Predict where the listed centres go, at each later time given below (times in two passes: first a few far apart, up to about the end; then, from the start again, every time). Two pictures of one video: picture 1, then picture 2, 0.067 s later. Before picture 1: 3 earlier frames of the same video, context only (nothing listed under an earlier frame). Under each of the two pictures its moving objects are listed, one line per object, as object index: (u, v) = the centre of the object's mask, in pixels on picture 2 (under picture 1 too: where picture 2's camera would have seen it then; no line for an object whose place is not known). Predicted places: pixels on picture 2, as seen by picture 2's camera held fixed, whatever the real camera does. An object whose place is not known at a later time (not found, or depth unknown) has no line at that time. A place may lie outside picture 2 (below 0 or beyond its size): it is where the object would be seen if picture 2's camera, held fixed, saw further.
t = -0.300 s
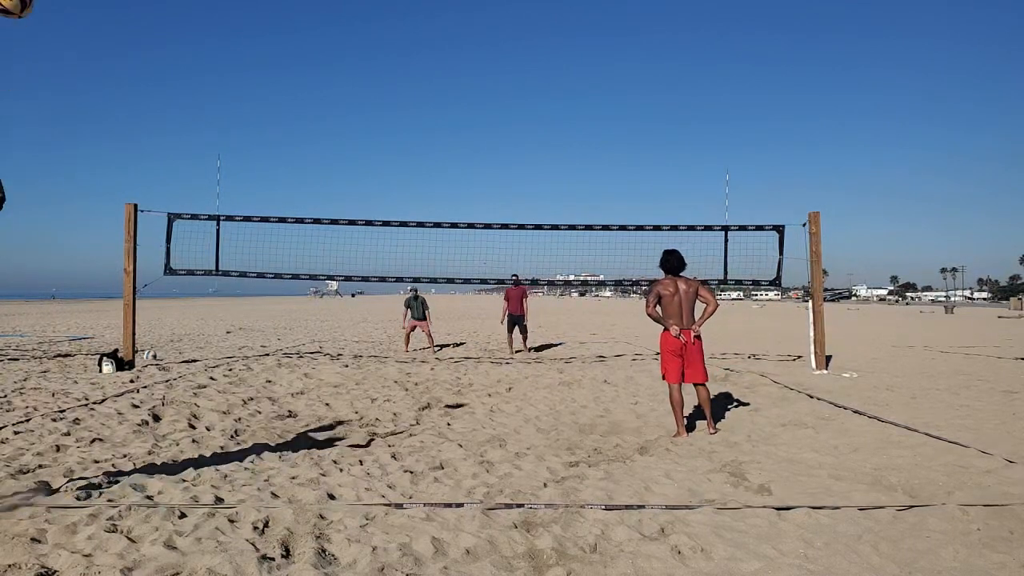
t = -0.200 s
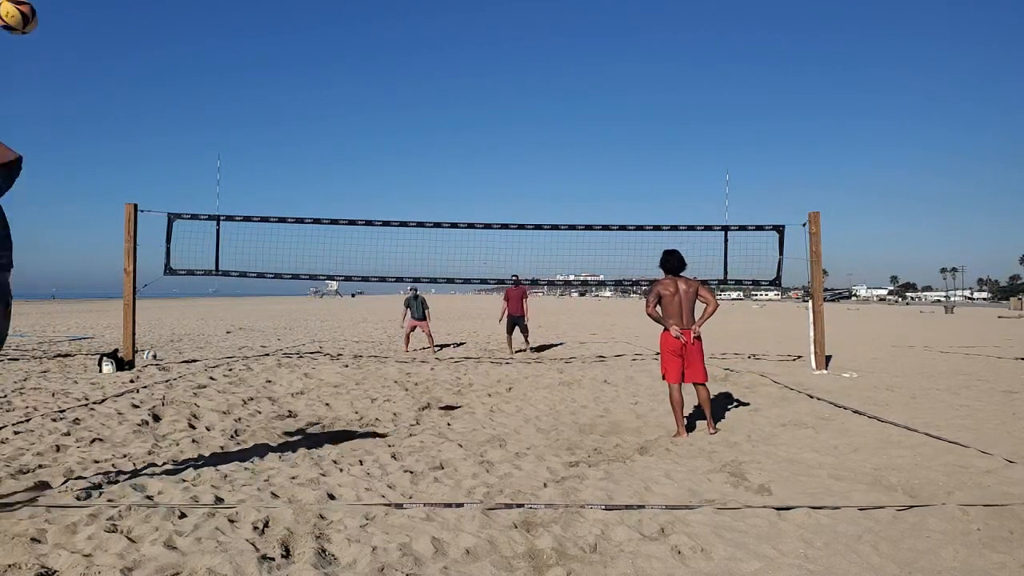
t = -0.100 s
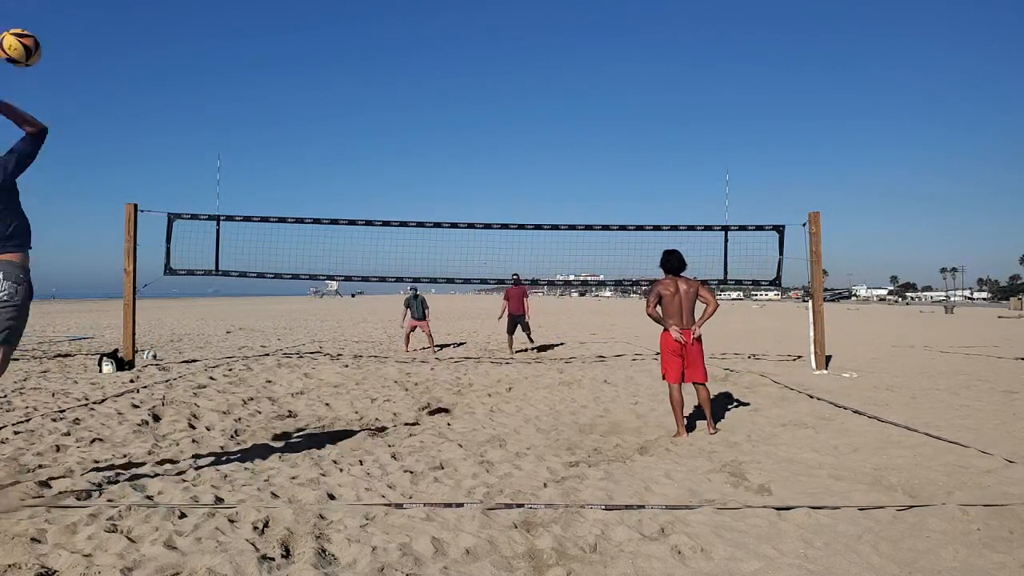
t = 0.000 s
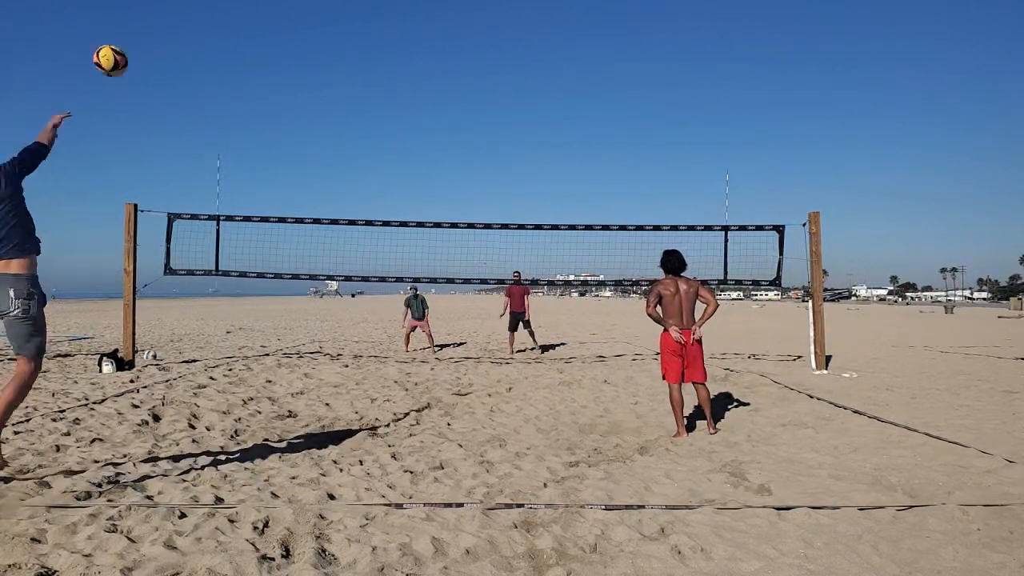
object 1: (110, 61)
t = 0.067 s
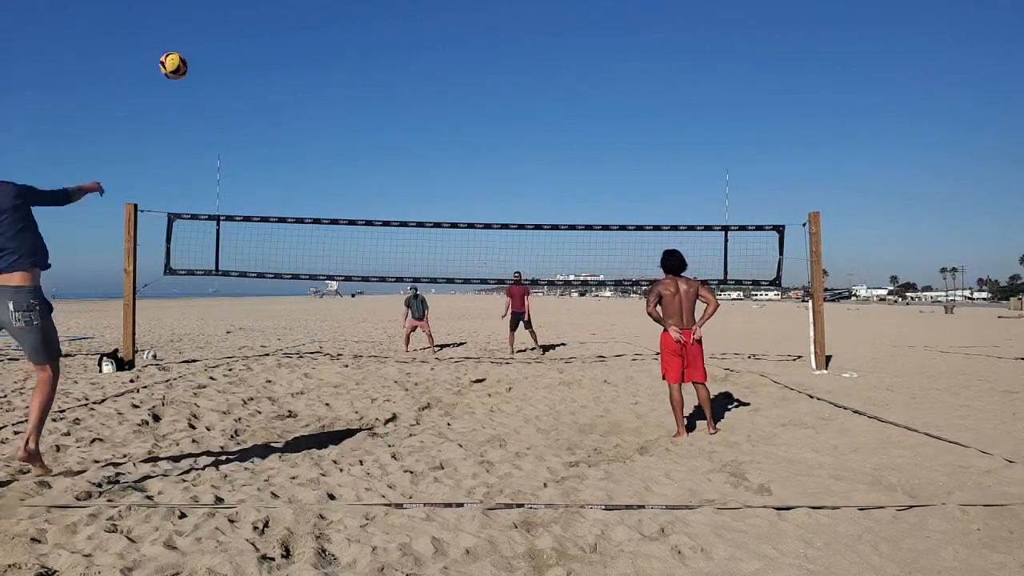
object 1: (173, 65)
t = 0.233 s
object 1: (269, 94)
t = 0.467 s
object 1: (338, 147)
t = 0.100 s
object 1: (197, 70)
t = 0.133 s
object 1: (219, 75)
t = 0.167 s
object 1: (238, 80)
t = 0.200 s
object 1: (255, 87)
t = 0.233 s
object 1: (269, 94)
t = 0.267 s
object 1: (282, 101)
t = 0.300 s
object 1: (294, 109)
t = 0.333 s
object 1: (305, 116)
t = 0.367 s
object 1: (314, 124)
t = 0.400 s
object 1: (323, 131)
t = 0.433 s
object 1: (331, 139)
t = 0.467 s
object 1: (338, 147)
